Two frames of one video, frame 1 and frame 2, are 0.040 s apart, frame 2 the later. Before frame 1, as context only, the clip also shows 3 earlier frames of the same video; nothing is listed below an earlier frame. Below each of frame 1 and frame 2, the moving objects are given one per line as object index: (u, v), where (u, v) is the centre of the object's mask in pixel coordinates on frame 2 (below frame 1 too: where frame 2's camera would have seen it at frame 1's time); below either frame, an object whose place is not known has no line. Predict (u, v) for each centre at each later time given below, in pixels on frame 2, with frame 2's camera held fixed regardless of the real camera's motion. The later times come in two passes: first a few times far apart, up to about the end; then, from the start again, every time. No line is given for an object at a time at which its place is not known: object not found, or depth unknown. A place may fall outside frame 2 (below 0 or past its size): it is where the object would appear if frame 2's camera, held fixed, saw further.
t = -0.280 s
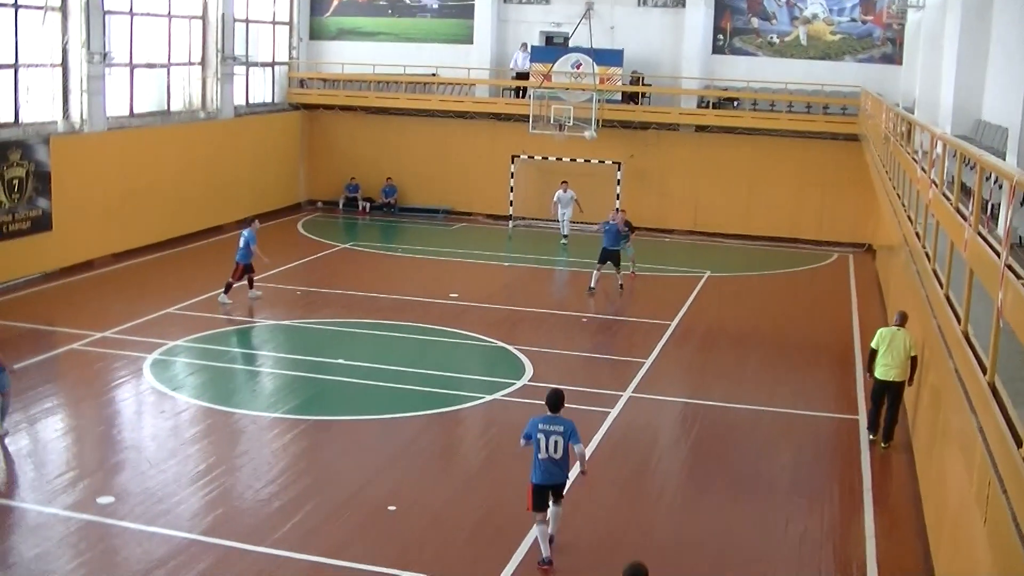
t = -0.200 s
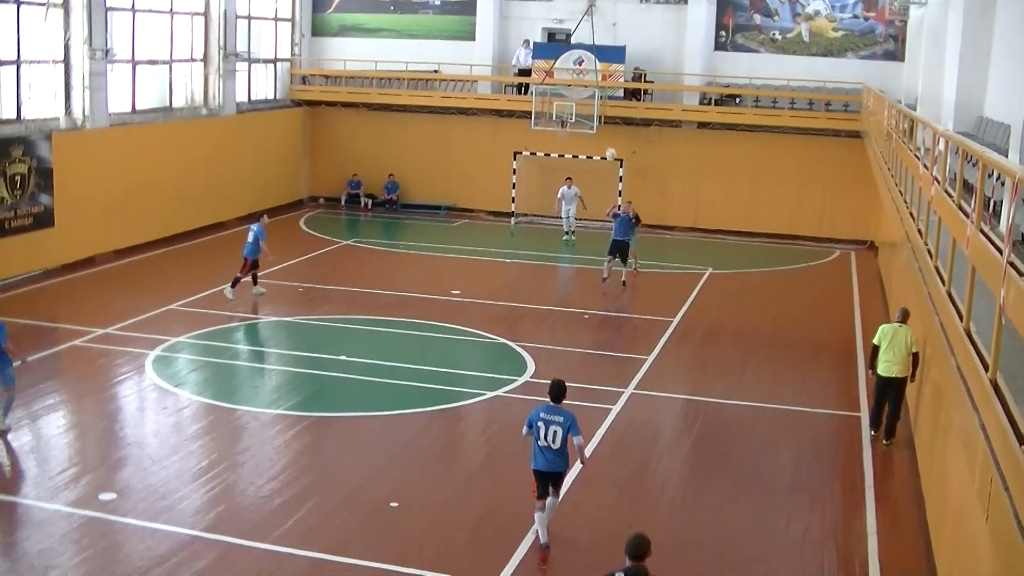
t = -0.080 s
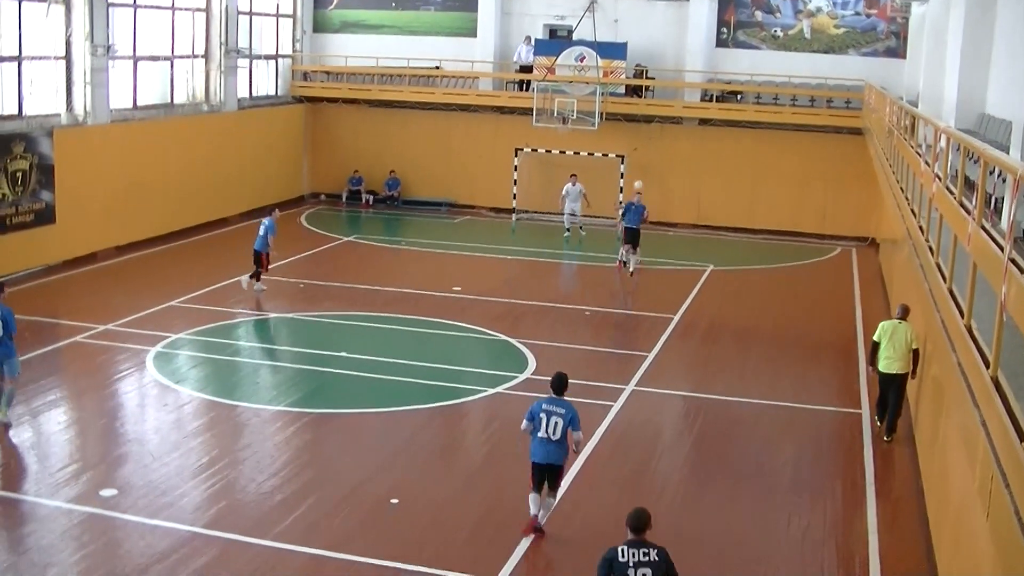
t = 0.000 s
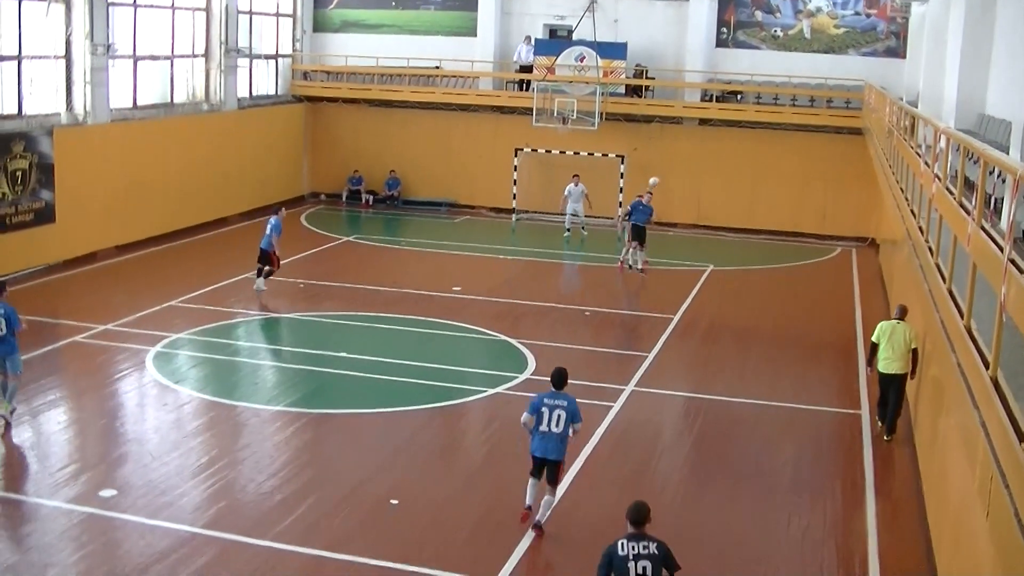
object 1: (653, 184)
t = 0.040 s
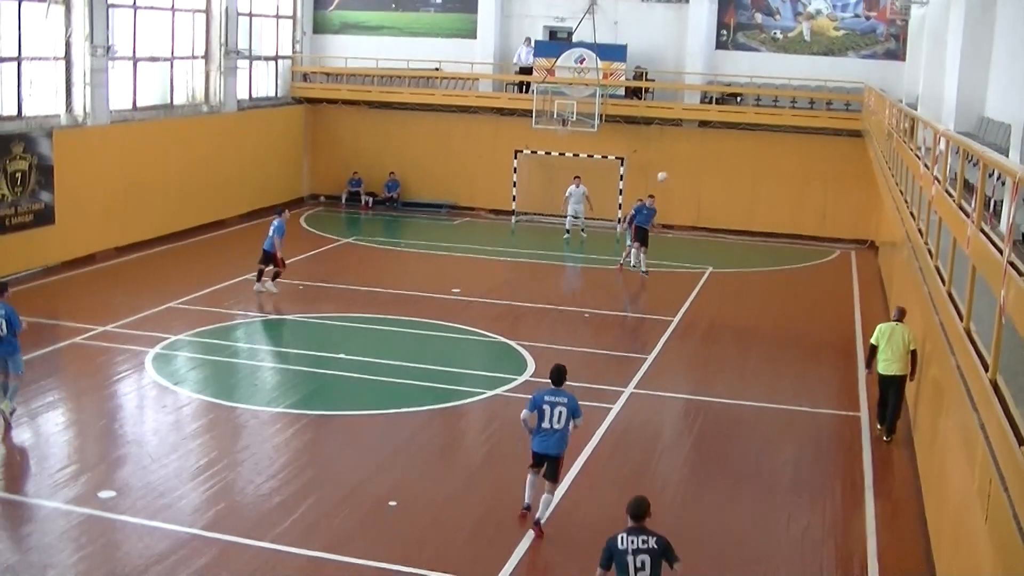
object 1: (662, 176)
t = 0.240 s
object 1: (704, 152)
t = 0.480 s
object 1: (759, 152)
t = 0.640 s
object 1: (794, 166)
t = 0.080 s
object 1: (670, 171)
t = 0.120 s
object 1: (679, 165)
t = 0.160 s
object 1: (686, 161)
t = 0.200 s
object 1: (696, 155)
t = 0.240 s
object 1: (704, 152)
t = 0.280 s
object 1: (714, 150)
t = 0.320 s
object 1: (723, 149)
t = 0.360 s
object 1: (731, 148)
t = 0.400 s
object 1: (741, 149)
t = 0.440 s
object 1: (750, 150)
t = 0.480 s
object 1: (759, 152)
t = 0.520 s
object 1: (767, 153)
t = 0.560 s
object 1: (776, 156)
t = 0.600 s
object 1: (785, 160)
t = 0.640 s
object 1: (794, 166)
